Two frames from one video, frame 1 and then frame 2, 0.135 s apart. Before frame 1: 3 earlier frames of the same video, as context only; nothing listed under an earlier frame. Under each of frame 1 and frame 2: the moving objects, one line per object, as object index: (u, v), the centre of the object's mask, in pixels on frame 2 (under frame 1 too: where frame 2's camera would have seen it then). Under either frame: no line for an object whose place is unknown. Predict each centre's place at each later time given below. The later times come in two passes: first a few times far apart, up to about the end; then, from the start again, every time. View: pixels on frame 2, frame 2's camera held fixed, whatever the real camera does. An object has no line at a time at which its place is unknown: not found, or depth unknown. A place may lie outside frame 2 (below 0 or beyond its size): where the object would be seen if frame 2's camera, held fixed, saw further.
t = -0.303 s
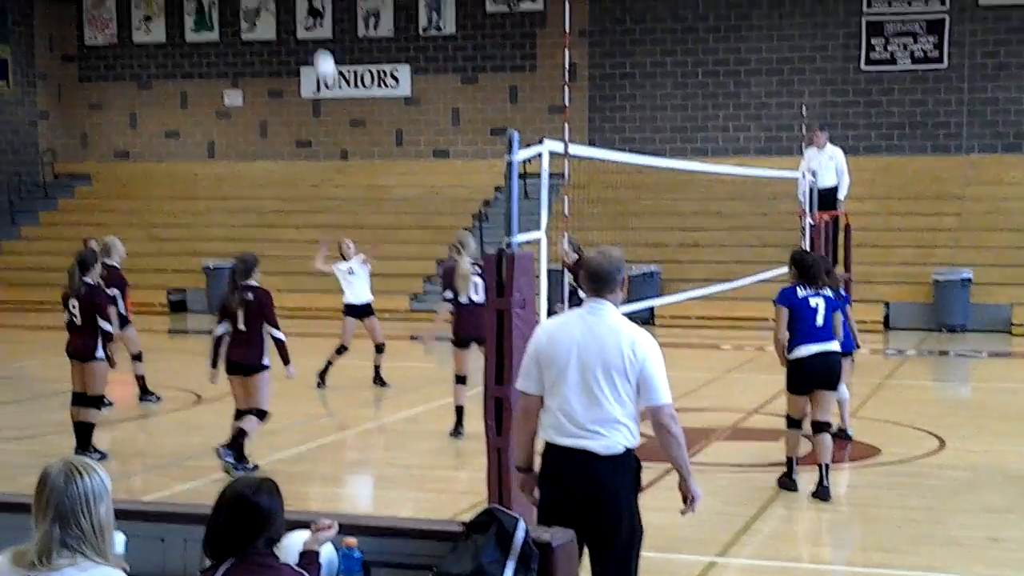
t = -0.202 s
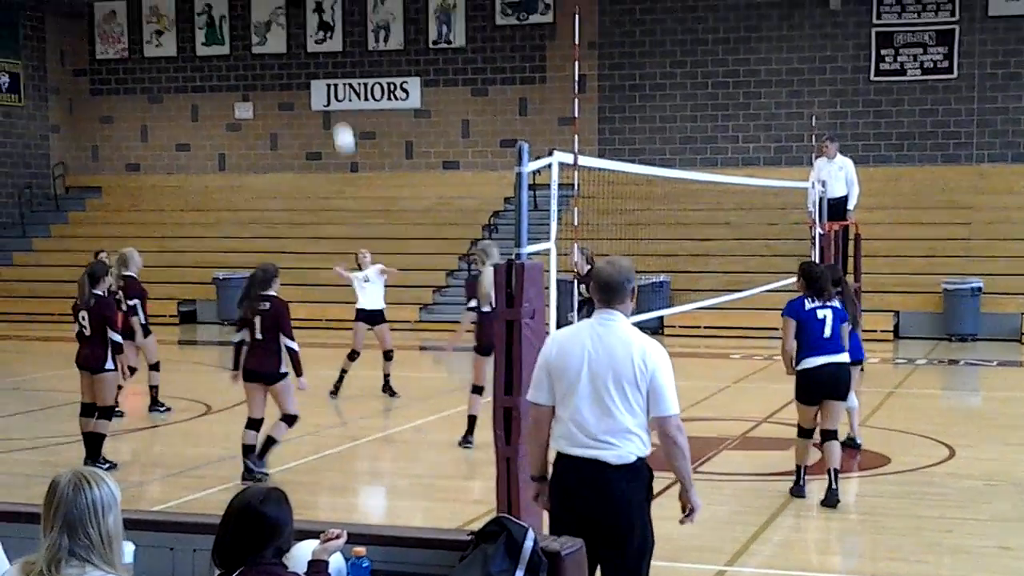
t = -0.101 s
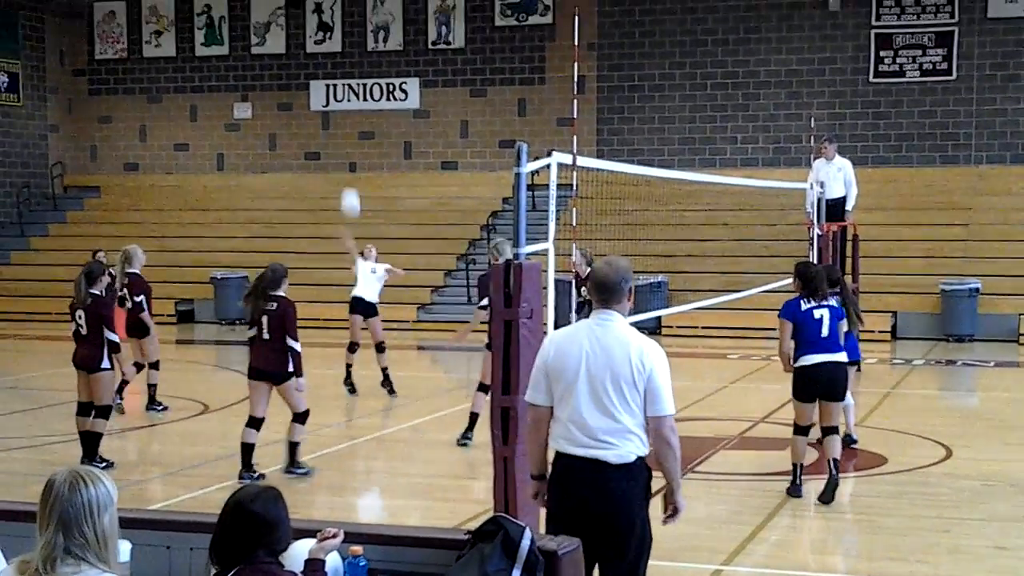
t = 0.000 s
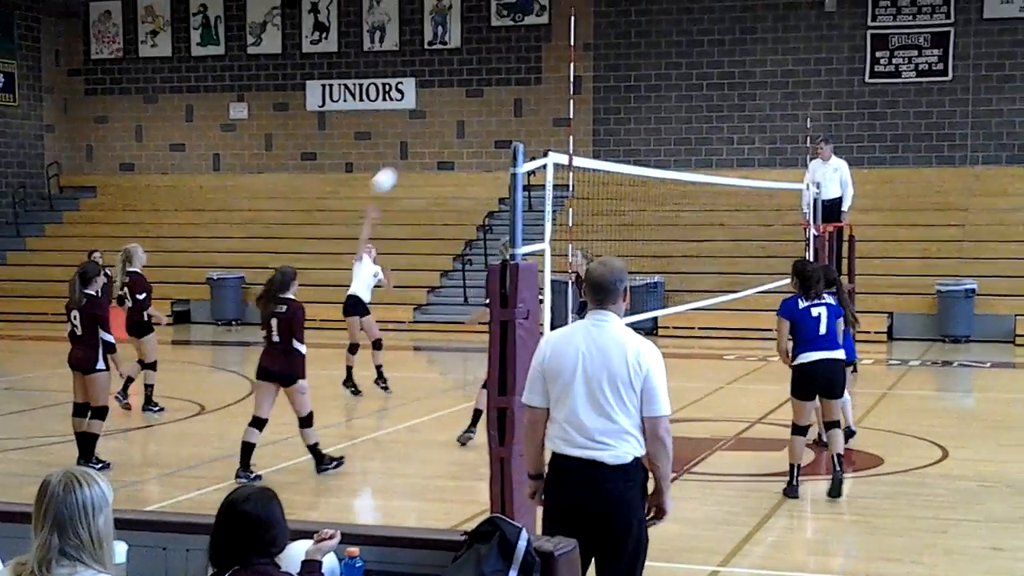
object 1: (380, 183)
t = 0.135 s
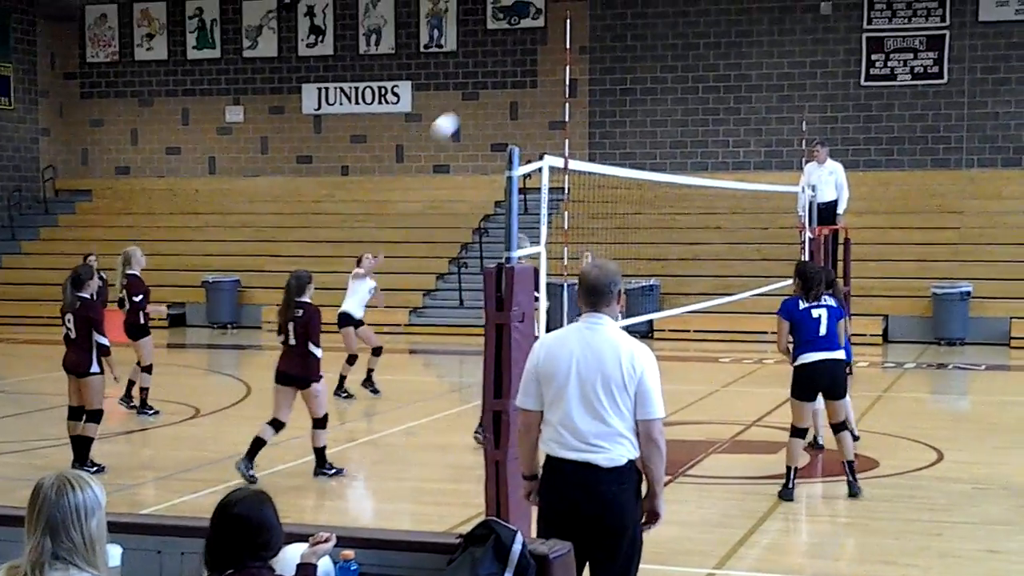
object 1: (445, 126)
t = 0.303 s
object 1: (531, 74)
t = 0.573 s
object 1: (681, 45)
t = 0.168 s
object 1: (462, 113)
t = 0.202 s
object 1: (478, 102)
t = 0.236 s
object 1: (495, 92)
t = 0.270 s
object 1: (513, 82)
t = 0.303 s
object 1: (531, 74)
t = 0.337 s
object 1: (549, 66)
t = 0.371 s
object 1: (568, 59)
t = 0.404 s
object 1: (585, 54)
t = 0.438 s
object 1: (604, 50)
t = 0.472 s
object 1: (624, 46)
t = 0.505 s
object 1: (642, 45)
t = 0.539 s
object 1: (662, 44)
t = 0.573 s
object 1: (681, 45)
